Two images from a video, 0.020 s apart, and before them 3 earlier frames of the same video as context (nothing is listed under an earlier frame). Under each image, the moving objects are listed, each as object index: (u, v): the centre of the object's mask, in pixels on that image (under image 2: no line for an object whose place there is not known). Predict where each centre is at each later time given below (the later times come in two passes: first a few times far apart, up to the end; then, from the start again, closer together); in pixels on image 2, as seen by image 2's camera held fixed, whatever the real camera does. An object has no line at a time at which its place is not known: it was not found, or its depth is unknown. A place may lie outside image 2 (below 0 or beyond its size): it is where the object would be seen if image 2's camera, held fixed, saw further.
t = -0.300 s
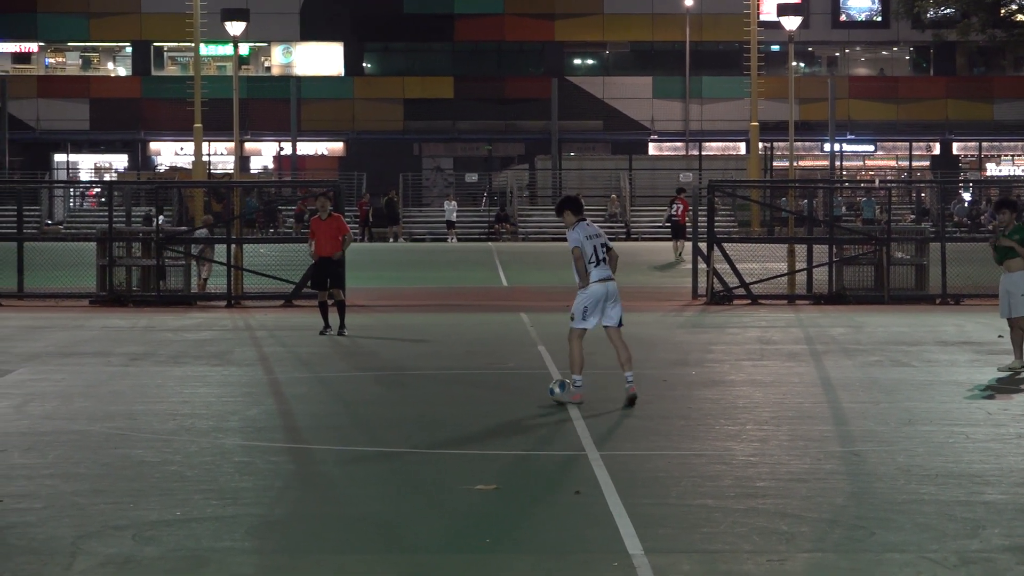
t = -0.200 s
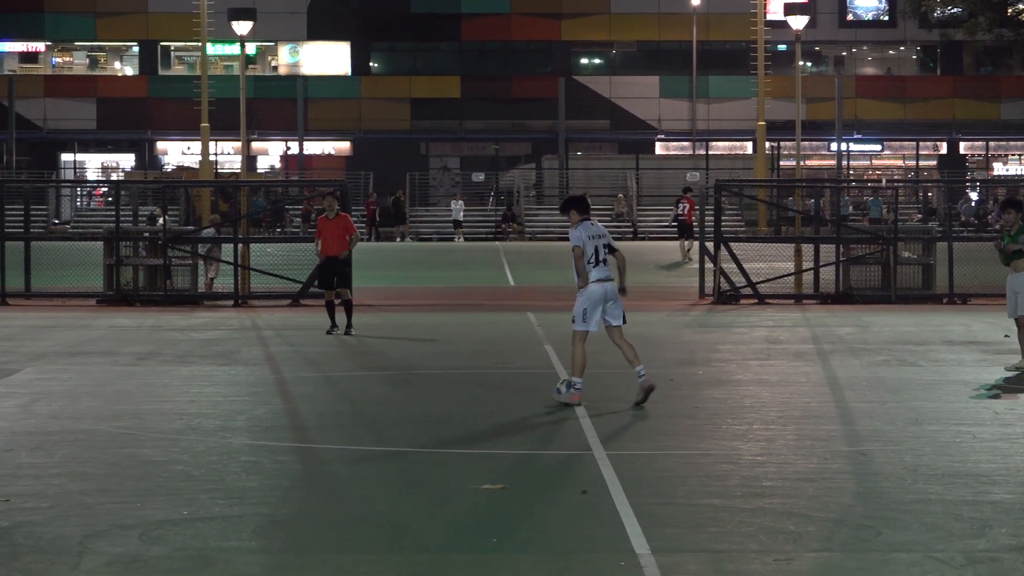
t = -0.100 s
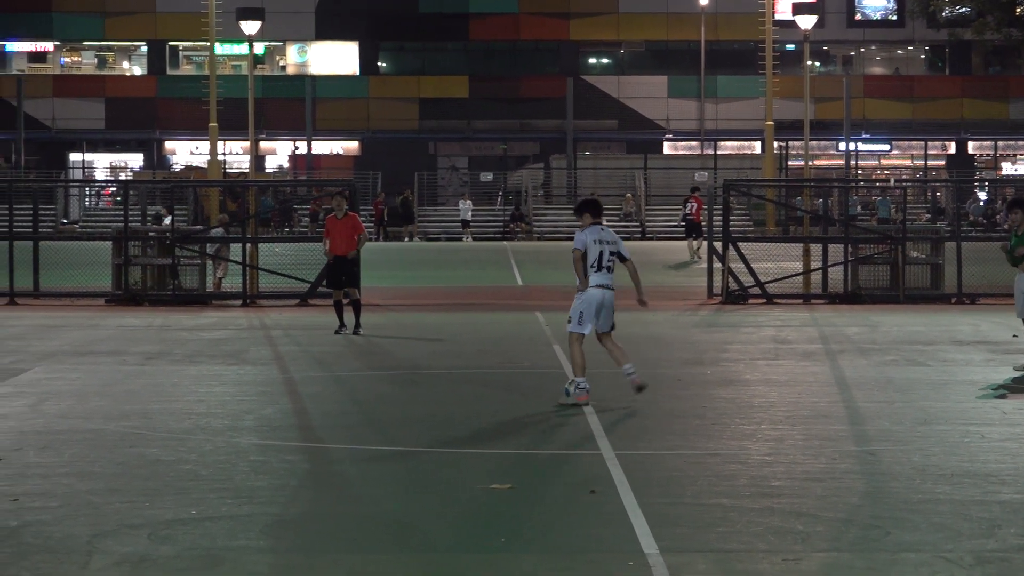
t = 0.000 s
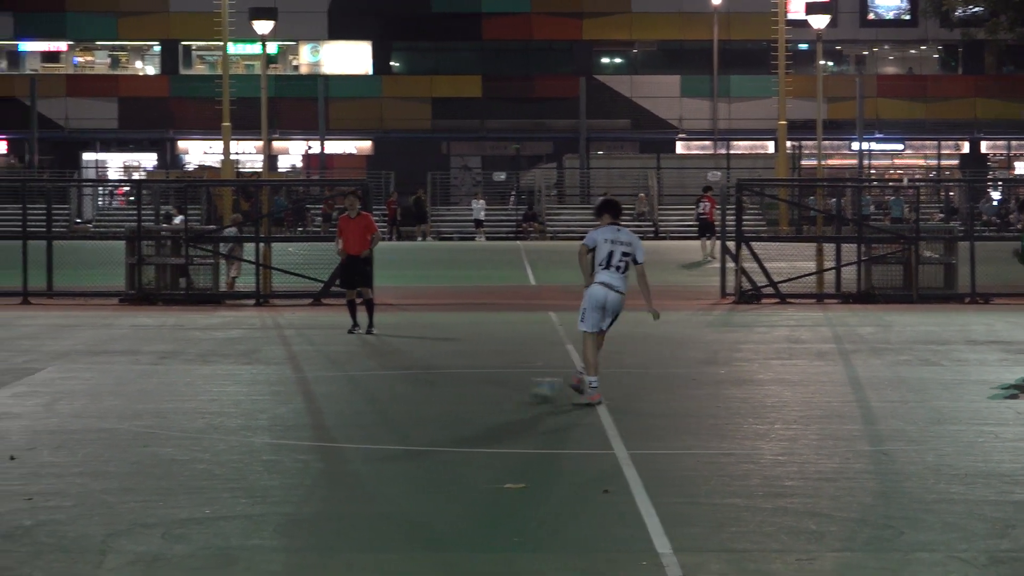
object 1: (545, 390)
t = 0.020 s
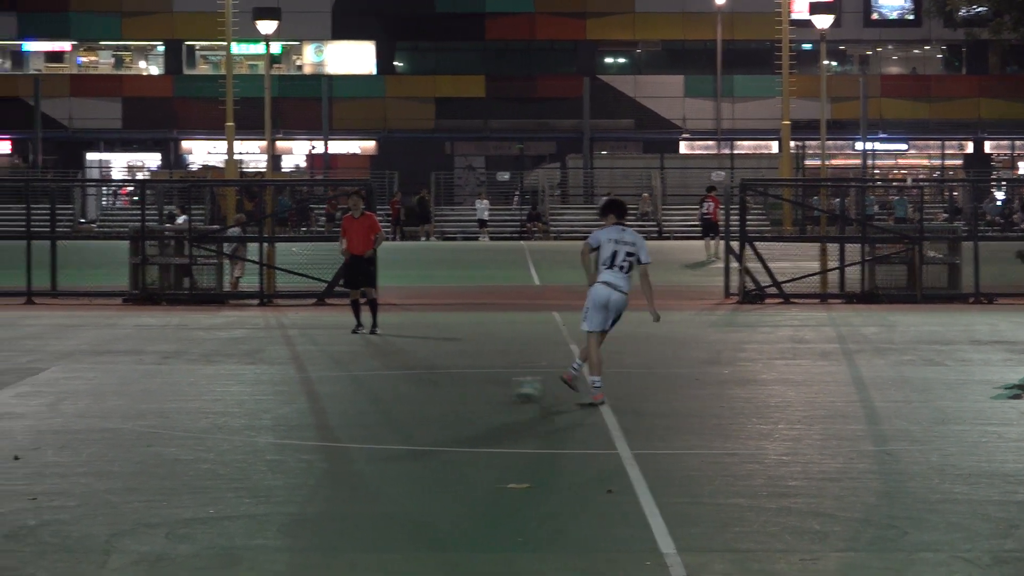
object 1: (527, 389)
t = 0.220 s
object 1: (337, 383)
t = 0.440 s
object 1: (179, 380)
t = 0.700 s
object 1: (14, 375)
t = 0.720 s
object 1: (2, 375)
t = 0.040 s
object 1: (507, 389)
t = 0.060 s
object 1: (487, 388)
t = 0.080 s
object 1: (467, 386)
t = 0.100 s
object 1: (447, 385)
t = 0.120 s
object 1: (427, 385)
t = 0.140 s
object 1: (409, 384)
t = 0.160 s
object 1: (391, 384)
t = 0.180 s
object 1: (374, 384)
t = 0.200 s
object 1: (355, 384)
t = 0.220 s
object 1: (337, 383)
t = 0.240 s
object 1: (321, 383)
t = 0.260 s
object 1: (306, 384)
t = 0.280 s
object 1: (290, 383)
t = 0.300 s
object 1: (275, 382)
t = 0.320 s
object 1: (259, 381)
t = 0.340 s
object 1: (245, 381)
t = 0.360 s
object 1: (231, 381)
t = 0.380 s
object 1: (218, 380)
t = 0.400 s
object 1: (205, 379)
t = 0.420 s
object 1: (192, 379)
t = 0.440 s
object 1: (179, 380)
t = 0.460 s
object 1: (166, 379)
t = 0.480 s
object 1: (153, 379)
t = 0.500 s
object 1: (140, 378)
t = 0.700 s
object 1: (14, 375)
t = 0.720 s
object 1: (2, 375)
